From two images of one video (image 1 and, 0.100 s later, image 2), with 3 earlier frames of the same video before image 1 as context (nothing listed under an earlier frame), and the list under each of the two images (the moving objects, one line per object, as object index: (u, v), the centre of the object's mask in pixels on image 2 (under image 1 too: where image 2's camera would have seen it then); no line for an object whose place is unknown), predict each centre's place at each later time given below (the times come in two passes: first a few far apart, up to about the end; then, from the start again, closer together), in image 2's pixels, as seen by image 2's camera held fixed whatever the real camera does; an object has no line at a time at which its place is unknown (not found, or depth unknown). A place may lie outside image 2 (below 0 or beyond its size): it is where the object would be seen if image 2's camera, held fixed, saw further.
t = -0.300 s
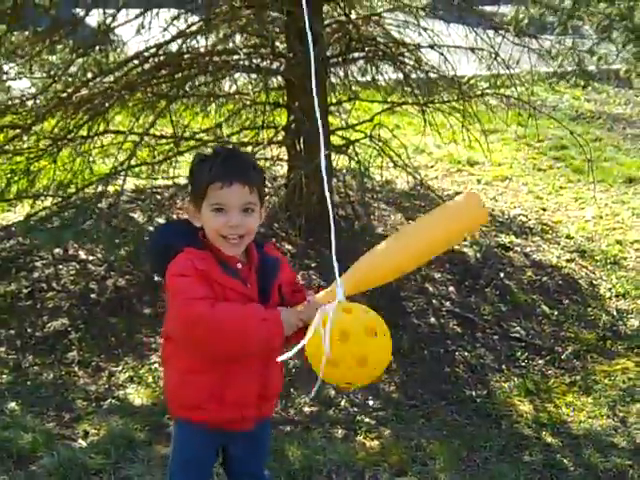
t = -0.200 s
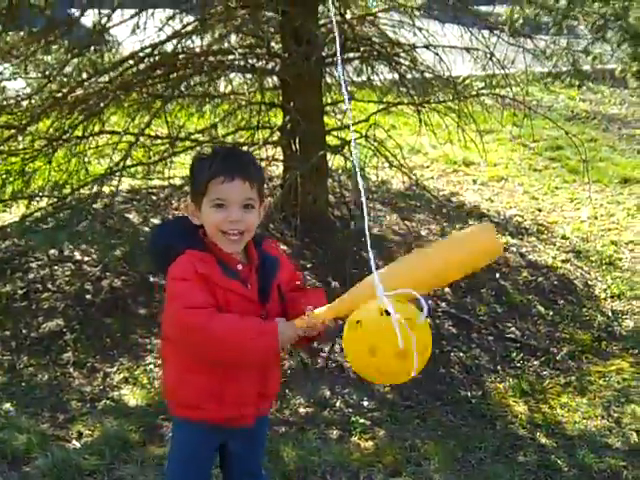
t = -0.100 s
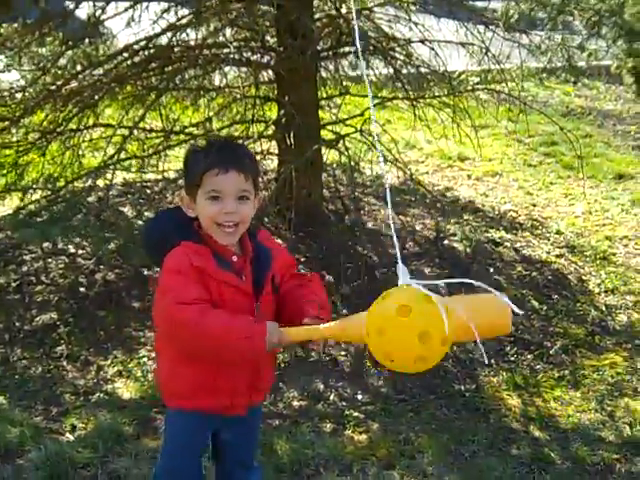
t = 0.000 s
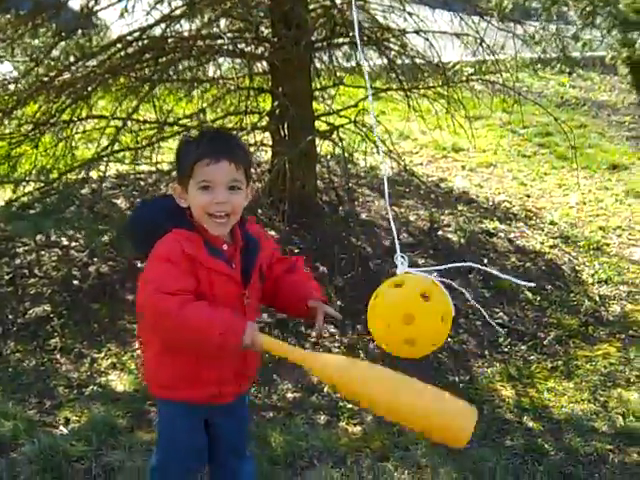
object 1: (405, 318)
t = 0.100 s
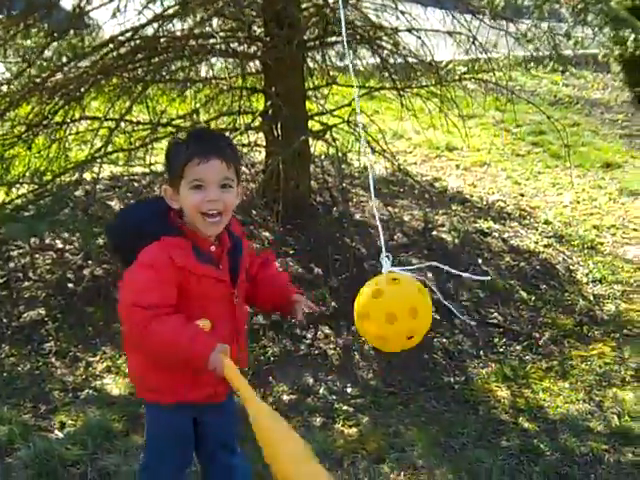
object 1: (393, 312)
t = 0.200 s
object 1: (367, 305)
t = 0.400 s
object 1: (298, 269)
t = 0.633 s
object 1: (218, 211)
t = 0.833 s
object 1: (164, 174)
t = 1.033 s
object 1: (127, 179)
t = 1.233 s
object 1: (119, 216)
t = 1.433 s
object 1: (146, 267)
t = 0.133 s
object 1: (385, 311)
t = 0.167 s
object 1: (376, 308)
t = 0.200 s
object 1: (367, 305)
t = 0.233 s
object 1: (357, 302)
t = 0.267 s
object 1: (346, 297)
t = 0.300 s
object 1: (334, 292)
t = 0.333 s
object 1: (322, 286)
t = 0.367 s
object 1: (311, 278)
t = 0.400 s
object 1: (298, 269)
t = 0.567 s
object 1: (237, 224)
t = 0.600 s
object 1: (228, 217)
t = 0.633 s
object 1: (218, 211)
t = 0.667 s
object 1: (206, 199)
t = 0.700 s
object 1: (196, 194)
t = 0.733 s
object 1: (188, 189)
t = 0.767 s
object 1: (179, 183)
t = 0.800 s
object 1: (172, 180)
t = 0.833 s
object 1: (164, 174)
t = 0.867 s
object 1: (156, 172)
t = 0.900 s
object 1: (149, 174)
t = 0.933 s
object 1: (145, 173)
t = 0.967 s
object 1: (141, 174)
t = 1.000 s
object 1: (136, 178)
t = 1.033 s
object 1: (127, 179)
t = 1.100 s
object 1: (123, 187)
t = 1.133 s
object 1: (120, 192)
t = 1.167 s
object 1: (120, 199)
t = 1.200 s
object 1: (119, 206)
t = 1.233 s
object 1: (119, 216)
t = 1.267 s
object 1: (120, 223)
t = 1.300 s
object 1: (123, 232)
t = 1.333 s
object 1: (128, 241)
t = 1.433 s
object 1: (146, 267)
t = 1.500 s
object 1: (165, 283)
